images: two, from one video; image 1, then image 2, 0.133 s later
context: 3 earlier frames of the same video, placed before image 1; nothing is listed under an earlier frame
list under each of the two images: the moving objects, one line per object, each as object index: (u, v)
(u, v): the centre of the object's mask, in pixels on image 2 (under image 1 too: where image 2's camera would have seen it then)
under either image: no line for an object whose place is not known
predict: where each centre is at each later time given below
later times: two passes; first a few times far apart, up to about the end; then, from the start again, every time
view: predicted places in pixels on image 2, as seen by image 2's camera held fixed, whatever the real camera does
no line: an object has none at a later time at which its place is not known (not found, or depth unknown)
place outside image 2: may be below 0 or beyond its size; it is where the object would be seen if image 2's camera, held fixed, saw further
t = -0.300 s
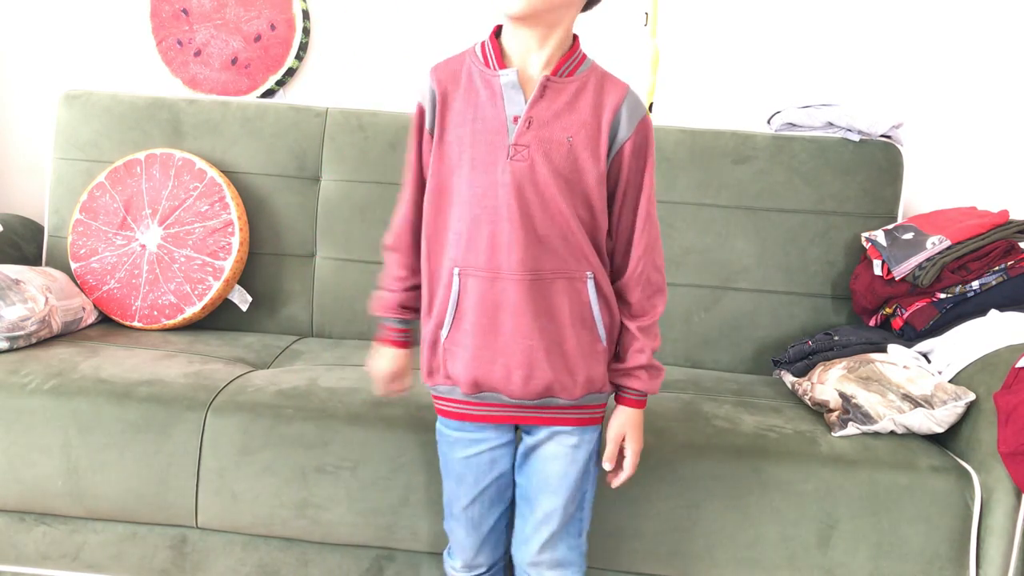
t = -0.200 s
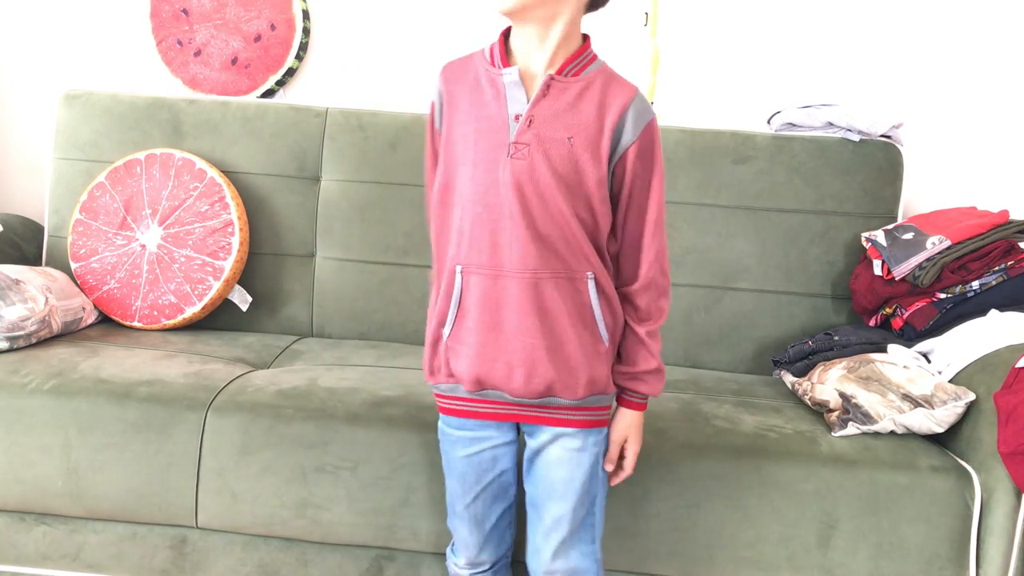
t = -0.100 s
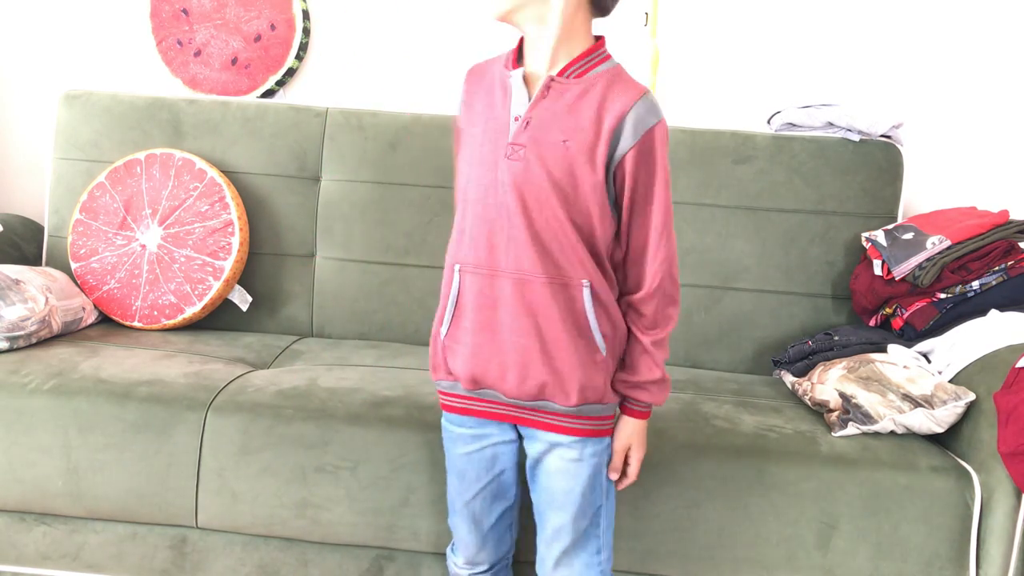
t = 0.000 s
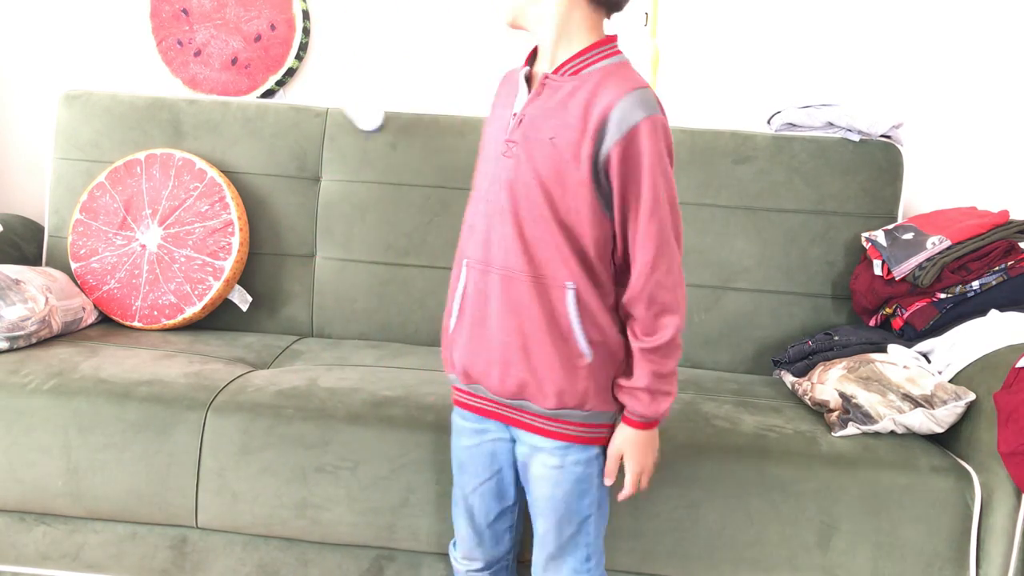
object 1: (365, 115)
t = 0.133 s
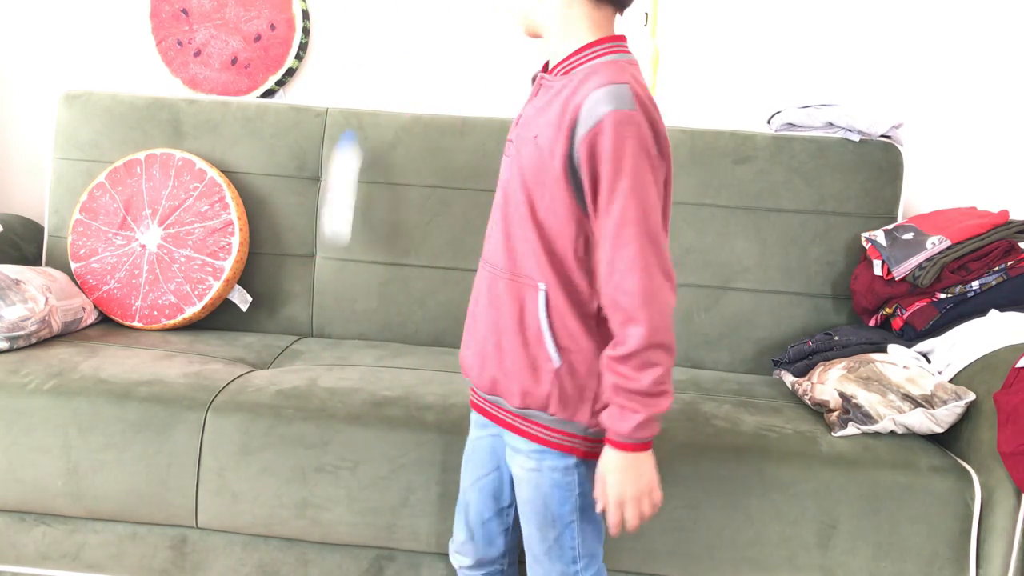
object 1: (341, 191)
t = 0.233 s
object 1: (322, 300)
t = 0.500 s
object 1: (291, 298)
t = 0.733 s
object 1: (236, 341)
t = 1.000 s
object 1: (239, 345)
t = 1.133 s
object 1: (240, 346)
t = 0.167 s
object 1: (335, 221)
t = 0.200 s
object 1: (329, 259)
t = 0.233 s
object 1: (322, 300)
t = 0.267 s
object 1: (315, 335)
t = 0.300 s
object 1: (310, 325)
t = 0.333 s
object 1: (306, 308)
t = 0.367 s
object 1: (304, 297)
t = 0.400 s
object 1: (301, 291)
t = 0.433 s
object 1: (298, 289)
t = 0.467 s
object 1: (295, 291)
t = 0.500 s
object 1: (291, 298)
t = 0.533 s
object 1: (285, 299)
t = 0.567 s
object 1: (277, 301)
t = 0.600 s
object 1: (267, 305)
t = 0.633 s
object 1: (254, 315)
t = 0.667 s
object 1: (241, 331)
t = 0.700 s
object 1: (235, 341)
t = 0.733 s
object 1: (236, 341)
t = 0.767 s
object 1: (237, 341)
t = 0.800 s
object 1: (237, 342)
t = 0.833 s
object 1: (237, 343)
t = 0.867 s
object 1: (238, 344)
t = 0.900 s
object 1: (239, 344)
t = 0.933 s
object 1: (239, 345)
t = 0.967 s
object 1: (239, 345)
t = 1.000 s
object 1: (239, 345)
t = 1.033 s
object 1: (240, 345)
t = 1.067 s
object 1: (240, 345)
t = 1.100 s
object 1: (240, 346)
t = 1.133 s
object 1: (240, 346)
